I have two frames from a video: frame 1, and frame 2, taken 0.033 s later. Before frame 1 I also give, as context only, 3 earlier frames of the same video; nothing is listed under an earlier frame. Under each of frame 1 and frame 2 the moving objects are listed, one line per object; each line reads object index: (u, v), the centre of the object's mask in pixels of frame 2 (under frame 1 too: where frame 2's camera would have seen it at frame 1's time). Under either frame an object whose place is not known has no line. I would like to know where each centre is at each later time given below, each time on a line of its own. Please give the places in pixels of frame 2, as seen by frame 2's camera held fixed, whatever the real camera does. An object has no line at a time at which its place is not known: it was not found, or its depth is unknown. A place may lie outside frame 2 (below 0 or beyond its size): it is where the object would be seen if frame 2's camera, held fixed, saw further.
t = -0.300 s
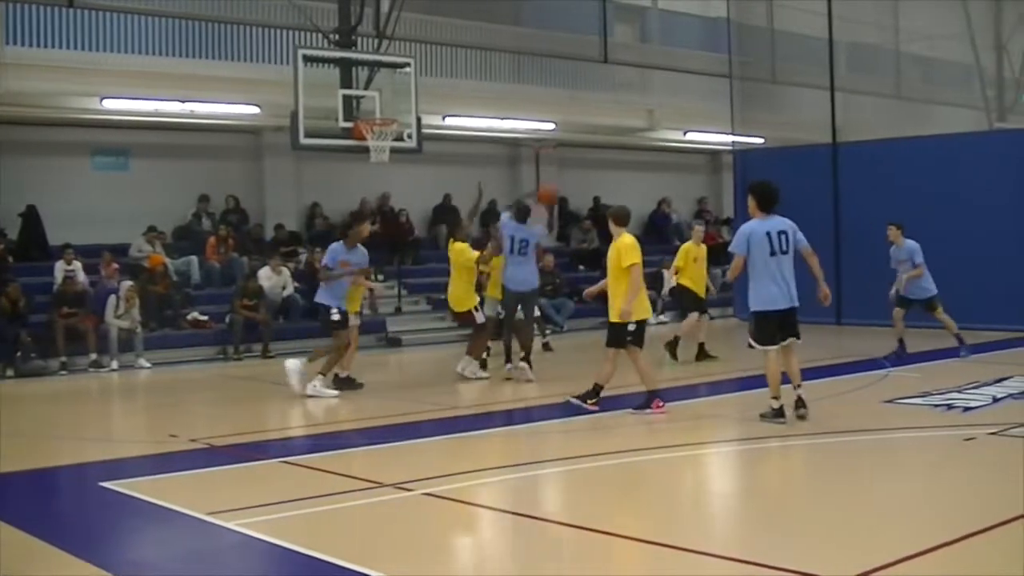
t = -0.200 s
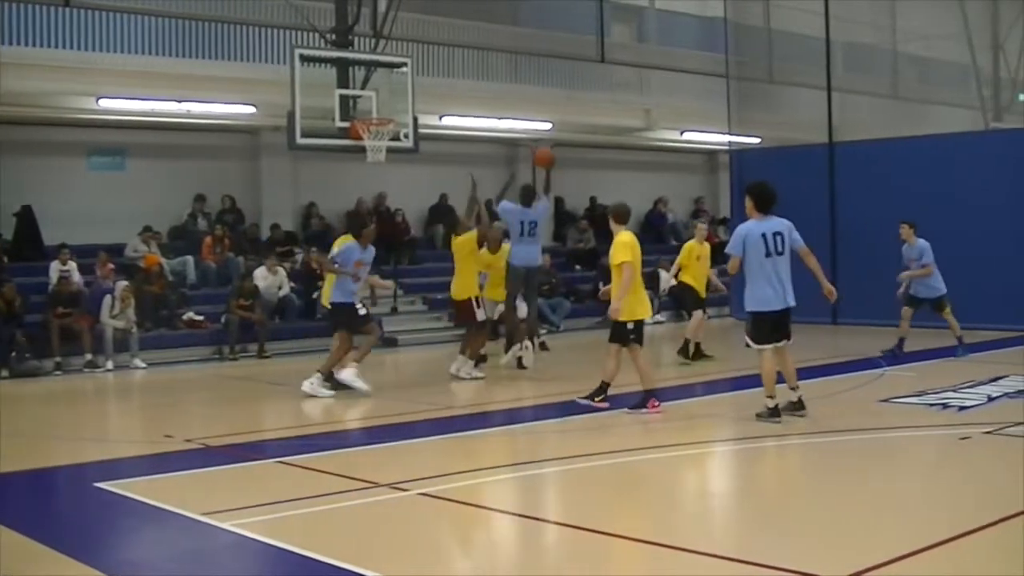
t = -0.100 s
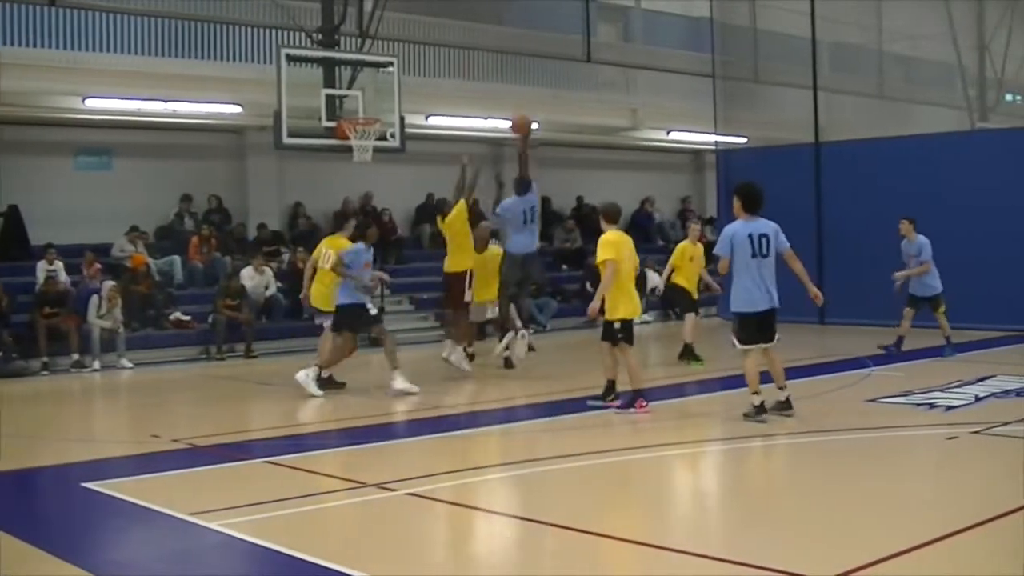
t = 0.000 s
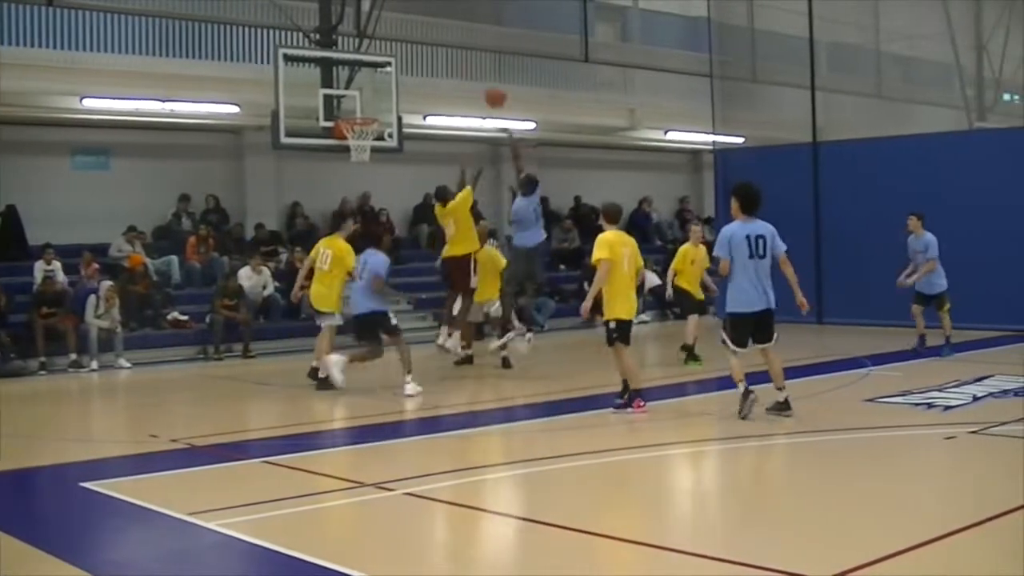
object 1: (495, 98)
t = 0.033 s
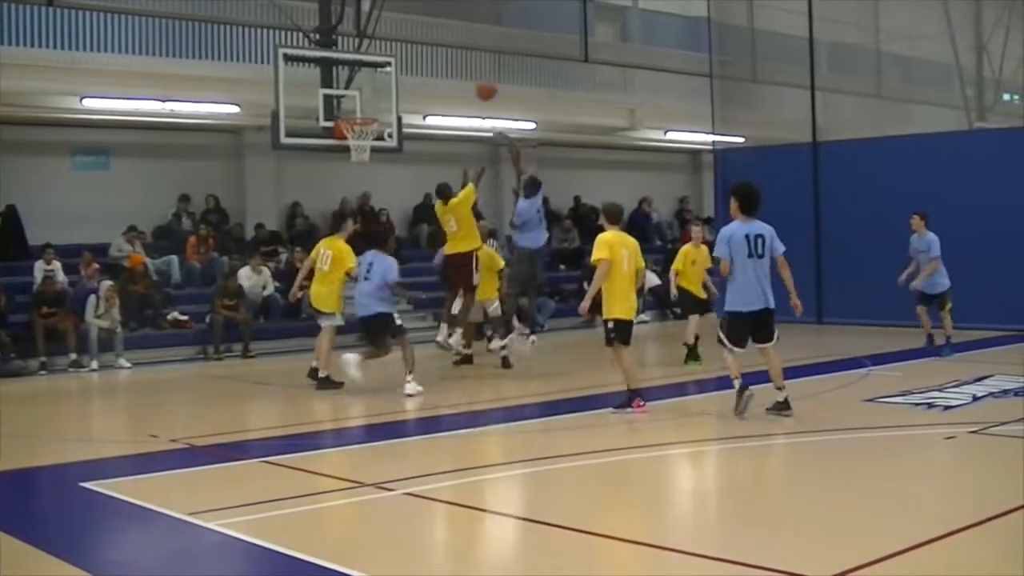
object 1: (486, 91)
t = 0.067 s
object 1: (476, 85)
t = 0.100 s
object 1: (468, 80)
